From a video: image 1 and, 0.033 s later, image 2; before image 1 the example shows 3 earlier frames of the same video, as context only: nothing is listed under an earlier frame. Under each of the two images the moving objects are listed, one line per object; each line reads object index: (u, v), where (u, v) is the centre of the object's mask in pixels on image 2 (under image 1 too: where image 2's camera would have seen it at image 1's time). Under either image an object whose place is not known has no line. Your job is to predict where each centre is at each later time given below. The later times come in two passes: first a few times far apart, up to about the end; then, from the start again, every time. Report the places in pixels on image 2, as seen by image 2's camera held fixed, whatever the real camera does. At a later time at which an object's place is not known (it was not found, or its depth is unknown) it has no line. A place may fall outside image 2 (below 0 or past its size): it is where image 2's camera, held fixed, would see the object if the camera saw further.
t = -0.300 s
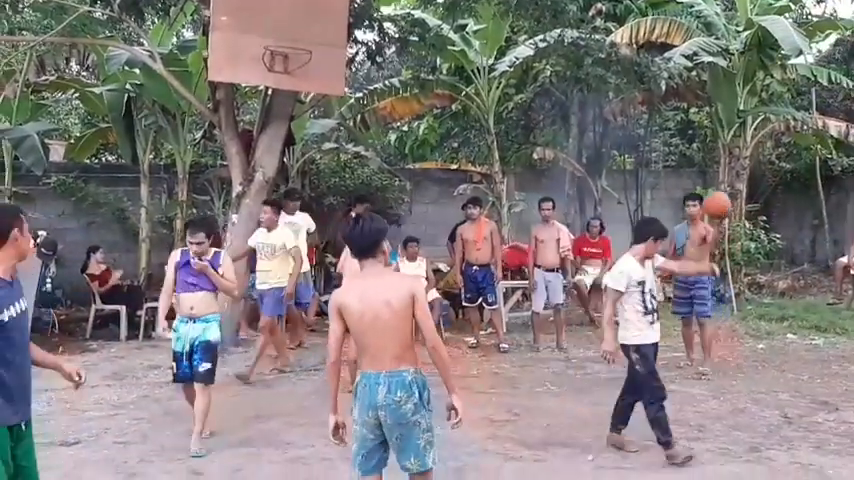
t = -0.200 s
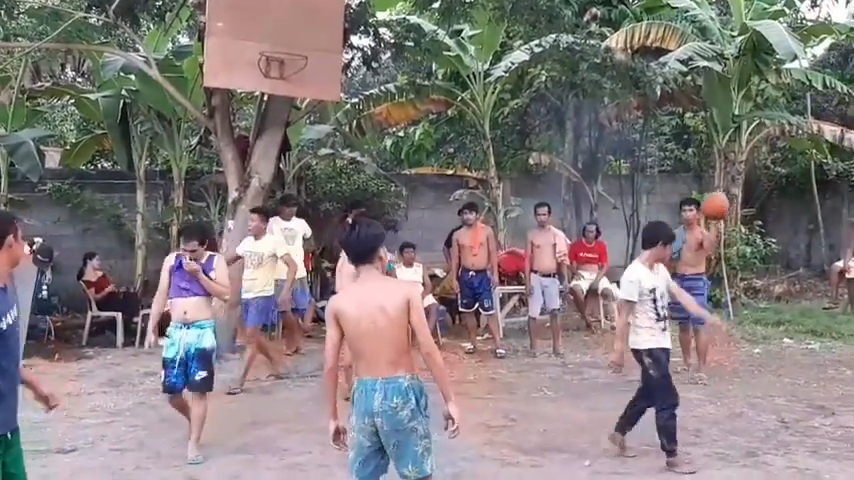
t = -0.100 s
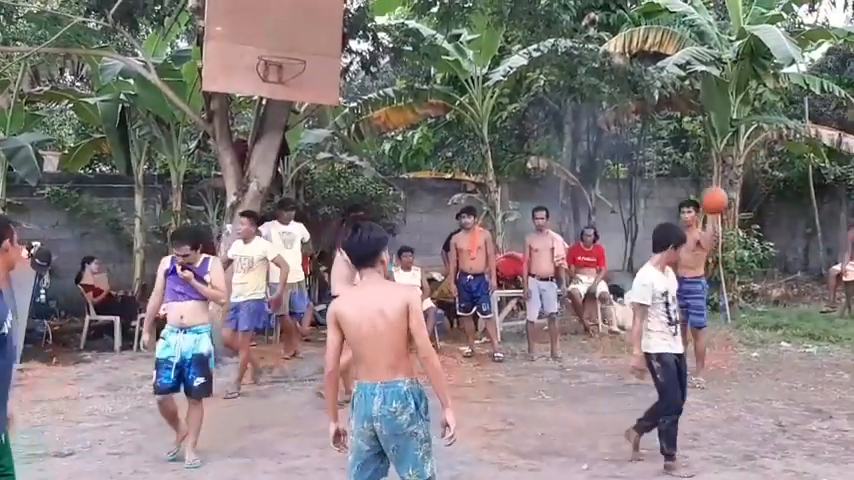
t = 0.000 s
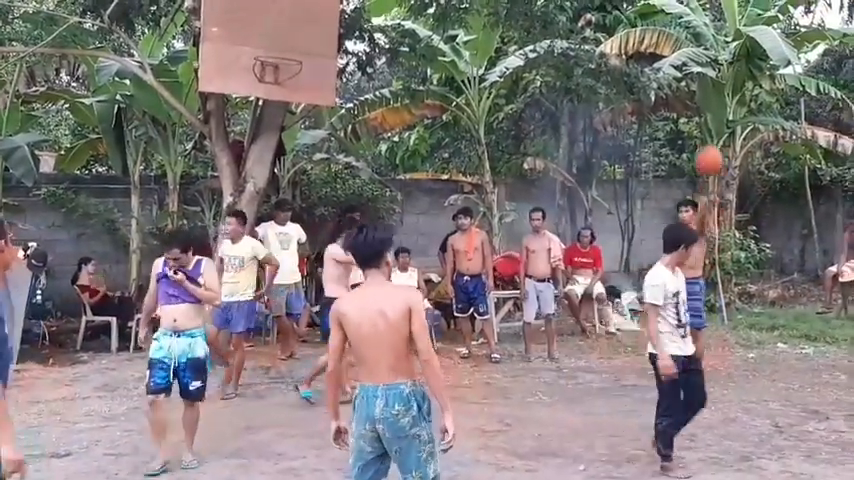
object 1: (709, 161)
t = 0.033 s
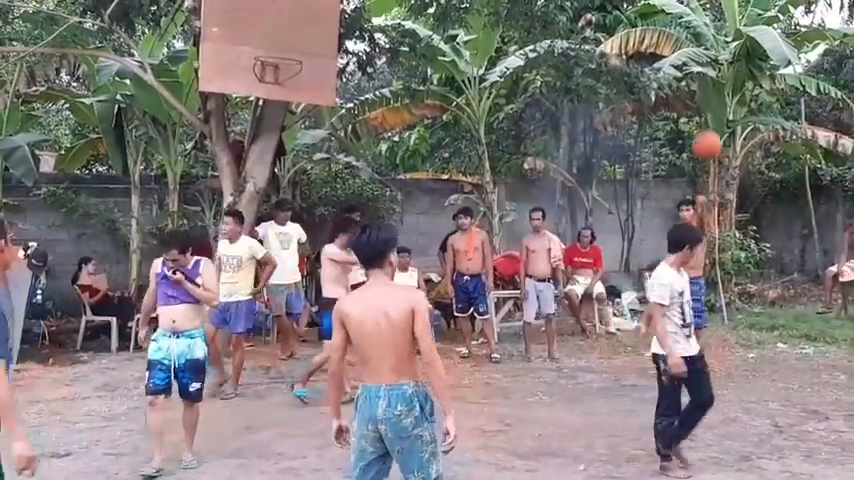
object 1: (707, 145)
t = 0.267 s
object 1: (692, 64)
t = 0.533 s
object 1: (672, 37)
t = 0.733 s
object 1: (648, 96)
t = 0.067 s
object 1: (705, 130)
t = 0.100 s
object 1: (704, 117)
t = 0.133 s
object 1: (702, 105)
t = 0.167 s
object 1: (700, 93)
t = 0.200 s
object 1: (699, 82)
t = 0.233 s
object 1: (695, 72)
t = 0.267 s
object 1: (692, 64)
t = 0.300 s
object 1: (690, 56)
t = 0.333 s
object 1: (688, 49)
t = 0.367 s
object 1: (685, 43)
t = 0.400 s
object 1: (683, 39)
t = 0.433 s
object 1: (682, 37)
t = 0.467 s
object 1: (677, 35)
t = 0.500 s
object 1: (675, 35)
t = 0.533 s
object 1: (672, 37)
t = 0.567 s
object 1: (668, 42)
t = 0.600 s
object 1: (664, 48)
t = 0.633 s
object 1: (660, 57)
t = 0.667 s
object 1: (656, 68)
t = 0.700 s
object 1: (652, 81)
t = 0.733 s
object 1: (648, 96)
